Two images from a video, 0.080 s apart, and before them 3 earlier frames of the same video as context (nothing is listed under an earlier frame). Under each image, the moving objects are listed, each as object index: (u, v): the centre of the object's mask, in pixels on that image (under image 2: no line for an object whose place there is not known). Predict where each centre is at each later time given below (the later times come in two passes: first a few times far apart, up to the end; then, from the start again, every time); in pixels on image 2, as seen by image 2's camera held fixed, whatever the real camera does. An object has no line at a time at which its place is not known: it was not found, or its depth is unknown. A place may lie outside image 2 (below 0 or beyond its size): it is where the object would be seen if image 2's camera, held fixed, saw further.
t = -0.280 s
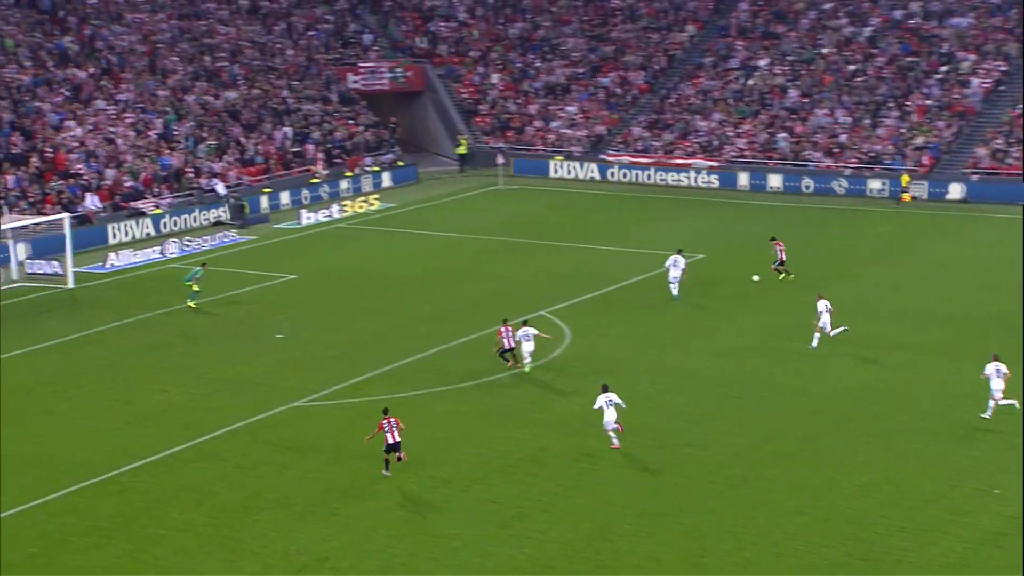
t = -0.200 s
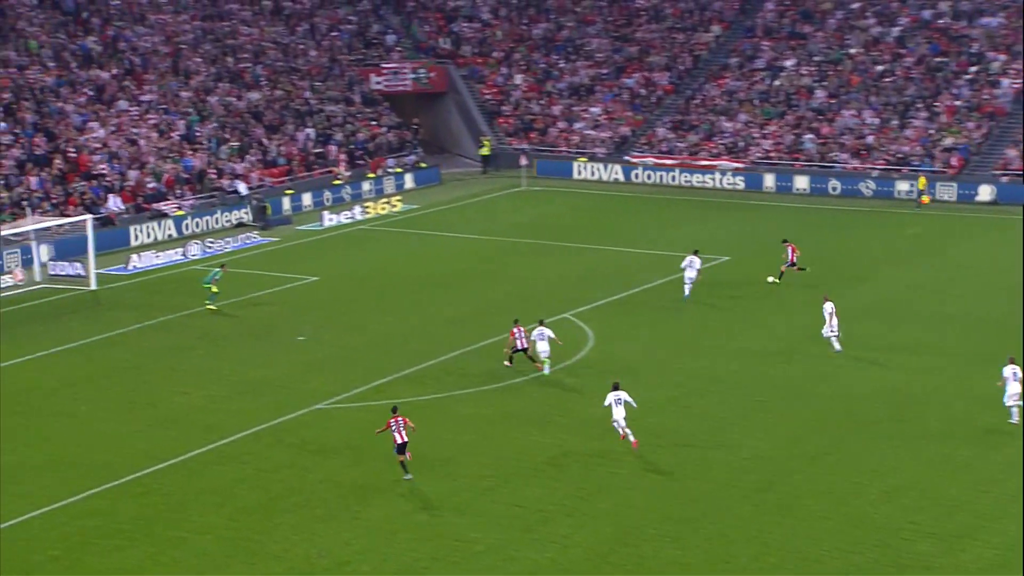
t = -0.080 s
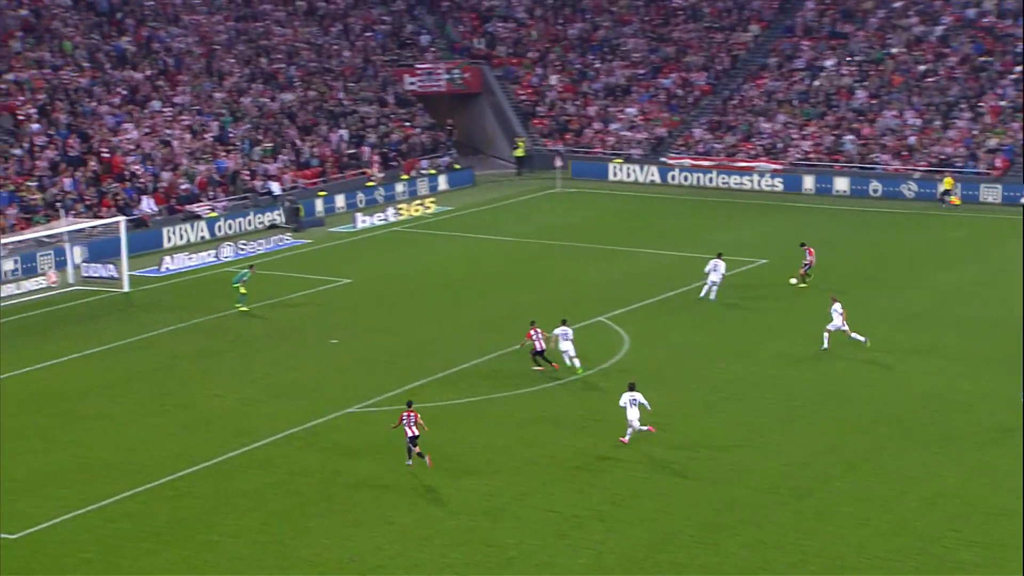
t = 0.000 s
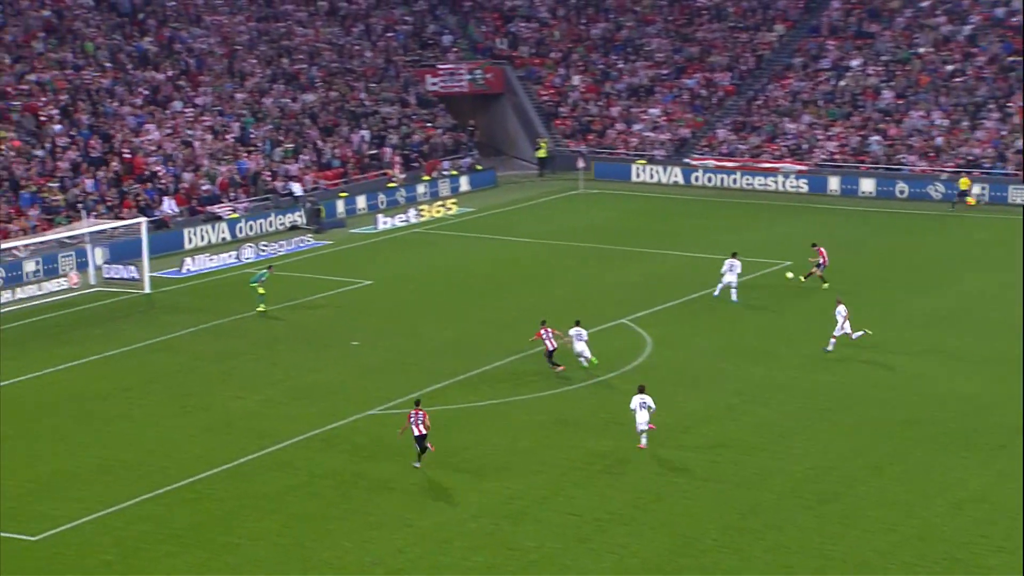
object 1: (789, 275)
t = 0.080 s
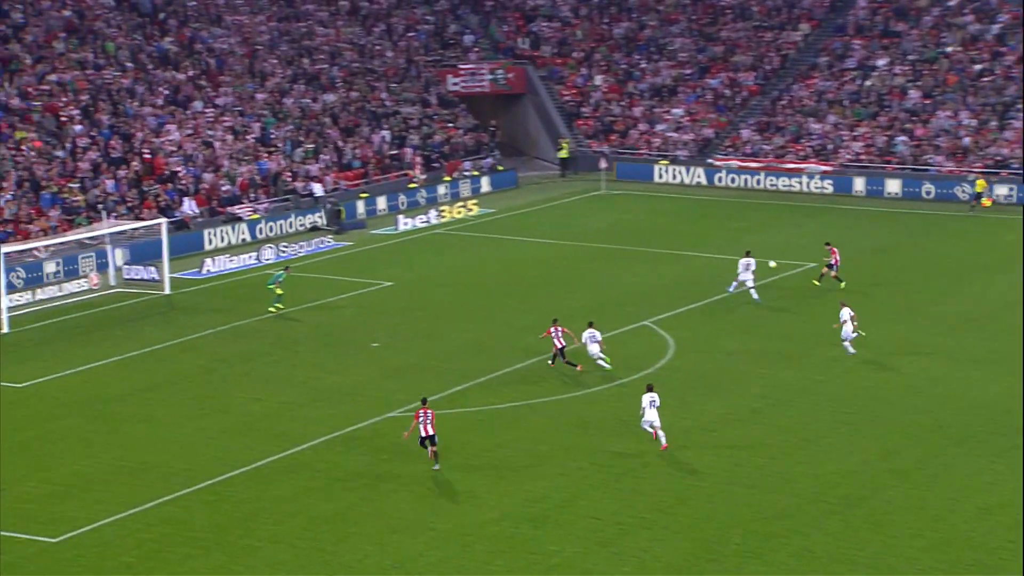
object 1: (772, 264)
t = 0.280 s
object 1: (676, 242)
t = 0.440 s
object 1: (605, 232)
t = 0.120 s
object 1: (753, 259)
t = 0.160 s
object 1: (732, 254)
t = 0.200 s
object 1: (714, 249)
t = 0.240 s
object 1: (695, 246)
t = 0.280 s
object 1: (676, 242)
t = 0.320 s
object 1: (658, 239)
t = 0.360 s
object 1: (640, 236)
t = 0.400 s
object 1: (623, 234)
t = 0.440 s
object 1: (605, 232)
